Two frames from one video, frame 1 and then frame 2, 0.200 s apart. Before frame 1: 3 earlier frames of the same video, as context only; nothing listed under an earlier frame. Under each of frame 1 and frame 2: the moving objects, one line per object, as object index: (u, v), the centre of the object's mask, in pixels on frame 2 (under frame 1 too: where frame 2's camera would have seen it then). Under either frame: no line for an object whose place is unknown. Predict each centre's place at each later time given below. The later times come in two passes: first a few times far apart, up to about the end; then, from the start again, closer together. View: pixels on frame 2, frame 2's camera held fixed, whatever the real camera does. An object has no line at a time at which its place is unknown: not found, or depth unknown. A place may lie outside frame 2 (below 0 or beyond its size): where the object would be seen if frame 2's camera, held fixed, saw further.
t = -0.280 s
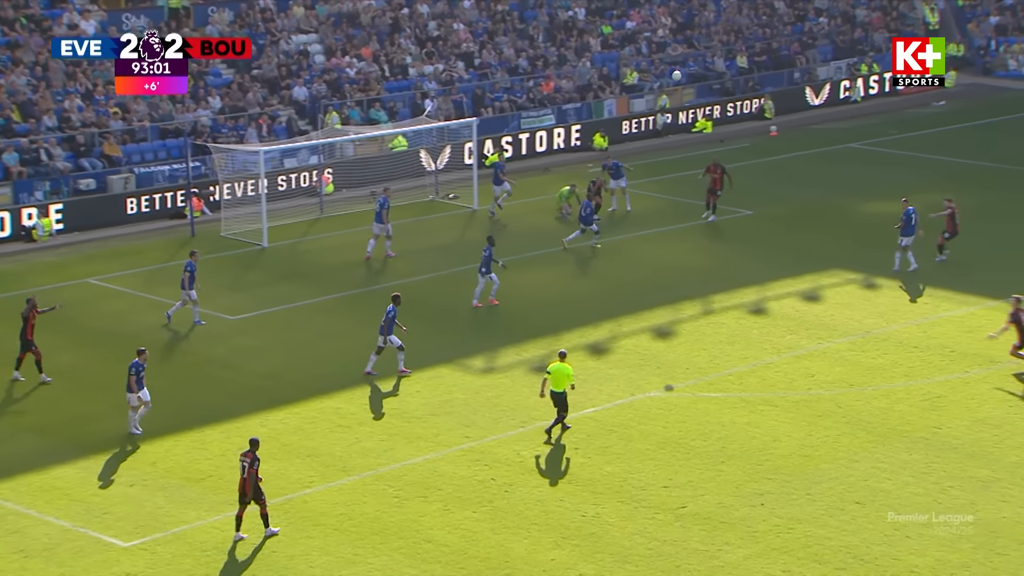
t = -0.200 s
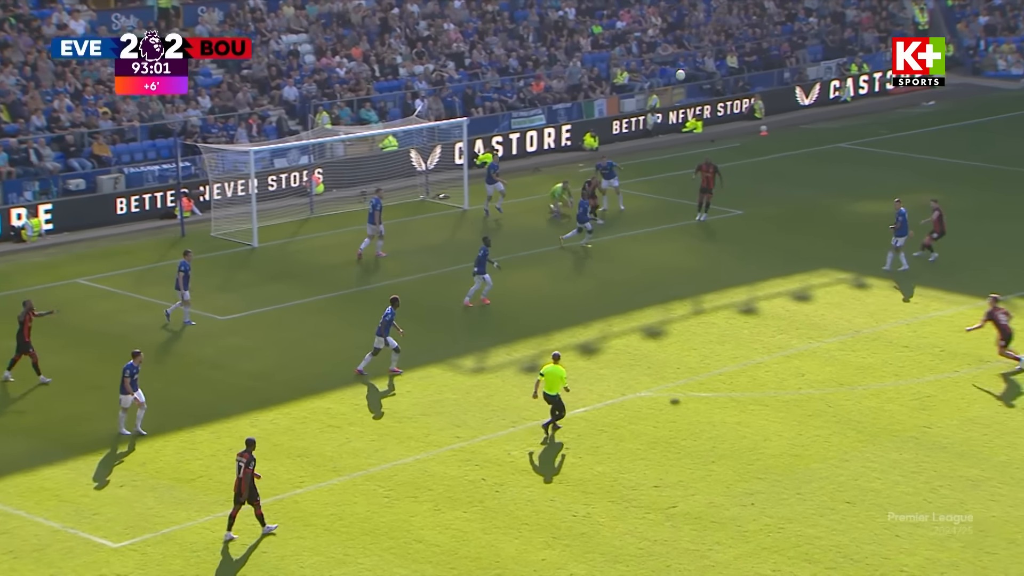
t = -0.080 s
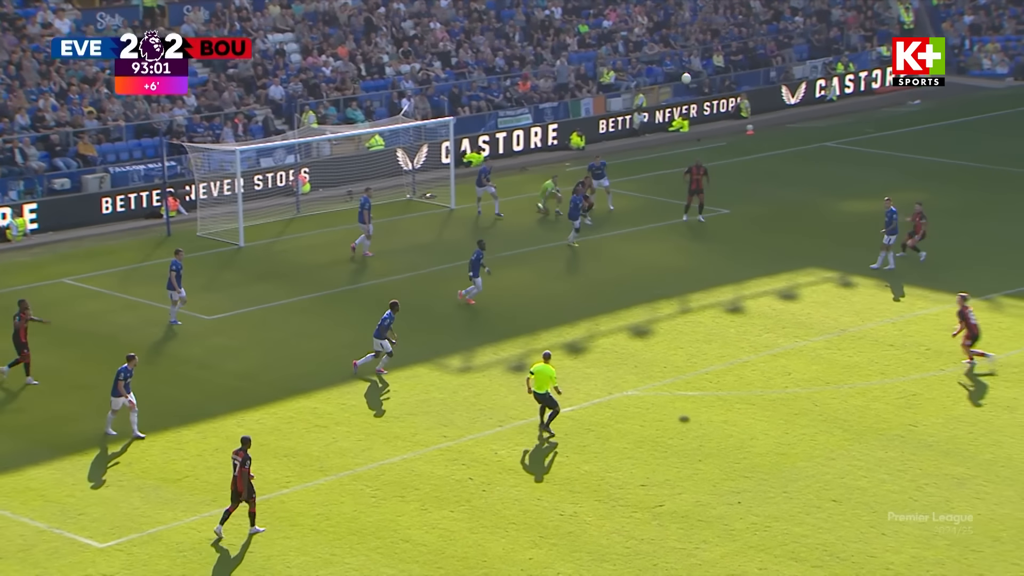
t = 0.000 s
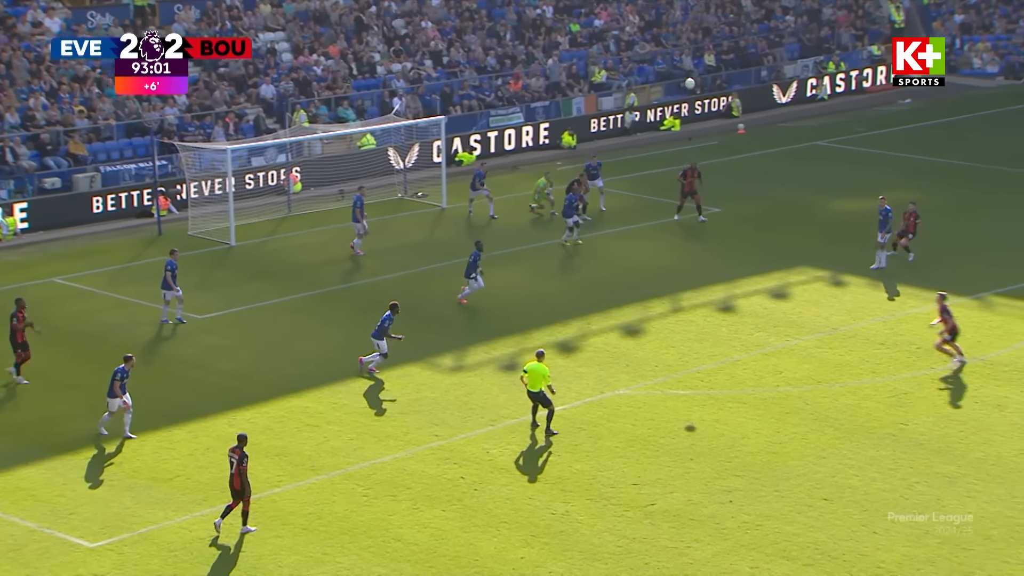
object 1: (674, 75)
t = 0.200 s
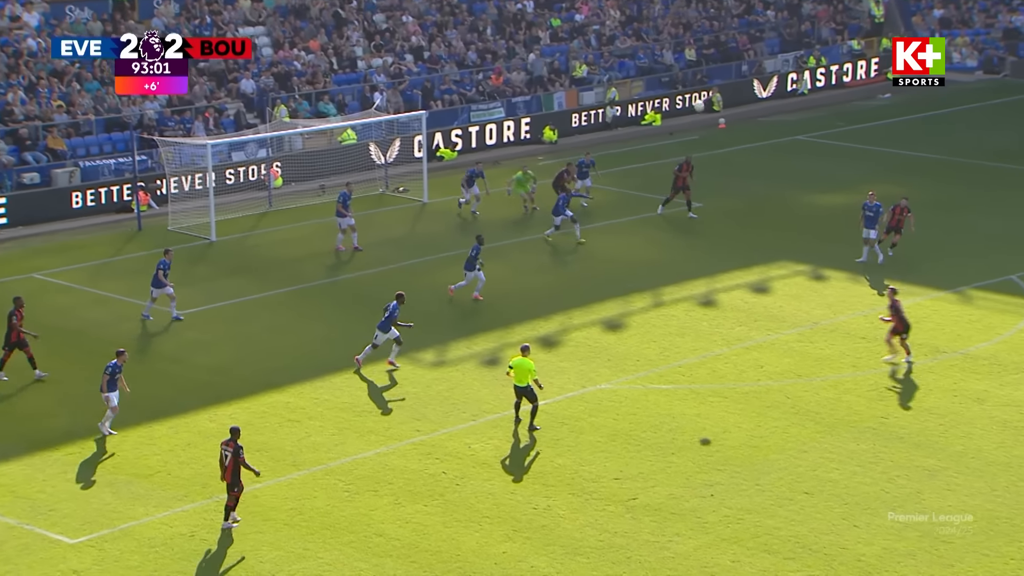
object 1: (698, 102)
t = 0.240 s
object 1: (703, 109)
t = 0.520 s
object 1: (732, 183)
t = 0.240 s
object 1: (703, 109)
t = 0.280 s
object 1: (708, 117)
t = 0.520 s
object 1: (732, 183)
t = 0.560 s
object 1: (735, 197)
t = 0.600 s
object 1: (739, 211)
